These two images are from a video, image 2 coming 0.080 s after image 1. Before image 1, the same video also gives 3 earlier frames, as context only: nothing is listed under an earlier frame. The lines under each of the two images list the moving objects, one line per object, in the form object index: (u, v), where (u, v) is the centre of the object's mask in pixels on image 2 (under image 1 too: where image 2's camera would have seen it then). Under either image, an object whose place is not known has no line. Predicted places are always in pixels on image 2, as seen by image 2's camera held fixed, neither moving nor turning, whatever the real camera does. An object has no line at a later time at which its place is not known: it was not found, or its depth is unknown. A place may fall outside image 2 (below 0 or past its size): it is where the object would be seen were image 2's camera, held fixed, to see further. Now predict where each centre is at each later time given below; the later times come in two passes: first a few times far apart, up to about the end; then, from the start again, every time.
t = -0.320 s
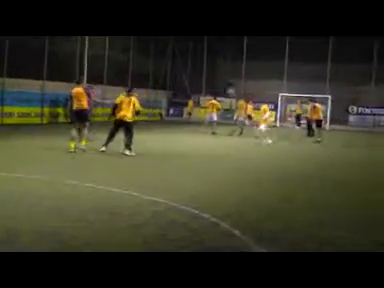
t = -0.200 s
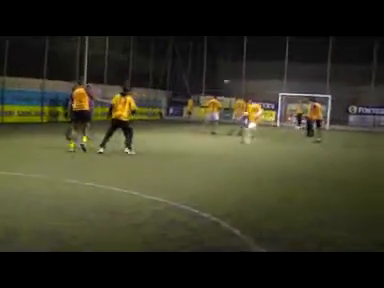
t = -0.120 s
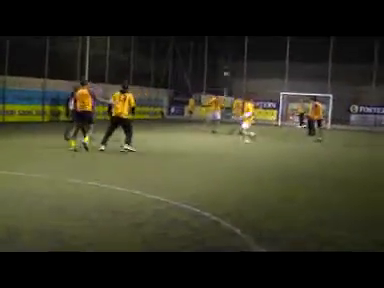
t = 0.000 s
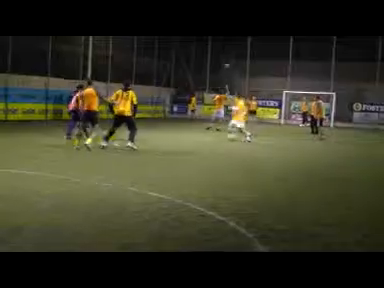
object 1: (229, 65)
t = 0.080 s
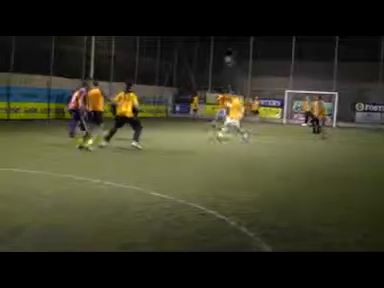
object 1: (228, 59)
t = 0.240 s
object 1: (228, 51)
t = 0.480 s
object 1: (232, 49)
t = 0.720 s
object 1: (238, 60)
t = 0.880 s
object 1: (244, 81)
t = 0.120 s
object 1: (228, 57)
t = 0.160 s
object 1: (227, 54)
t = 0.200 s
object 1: (228, 52)
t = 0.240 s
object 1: (228, 51)
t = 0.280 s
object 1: (228, 51)
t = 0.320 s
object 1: (230, 49)
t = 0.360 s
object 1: (230, 49)
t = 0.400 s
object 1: (230, 48)
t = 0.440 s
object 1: (231, 48)
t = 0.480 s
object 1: (232, 49)
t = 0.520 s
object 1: (233, 50)
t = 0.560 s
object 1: (234, 51)
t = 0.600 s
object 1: (235, 52)
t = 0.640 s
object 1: (236, 54)
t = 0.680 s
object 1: (237, 57)
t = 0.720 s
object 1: (238, 60)
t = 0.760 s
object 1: (239, 65)
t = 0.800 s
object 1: (241, 69)
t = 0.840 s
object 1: (242, 74)
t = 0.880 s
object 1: (244, 81)
